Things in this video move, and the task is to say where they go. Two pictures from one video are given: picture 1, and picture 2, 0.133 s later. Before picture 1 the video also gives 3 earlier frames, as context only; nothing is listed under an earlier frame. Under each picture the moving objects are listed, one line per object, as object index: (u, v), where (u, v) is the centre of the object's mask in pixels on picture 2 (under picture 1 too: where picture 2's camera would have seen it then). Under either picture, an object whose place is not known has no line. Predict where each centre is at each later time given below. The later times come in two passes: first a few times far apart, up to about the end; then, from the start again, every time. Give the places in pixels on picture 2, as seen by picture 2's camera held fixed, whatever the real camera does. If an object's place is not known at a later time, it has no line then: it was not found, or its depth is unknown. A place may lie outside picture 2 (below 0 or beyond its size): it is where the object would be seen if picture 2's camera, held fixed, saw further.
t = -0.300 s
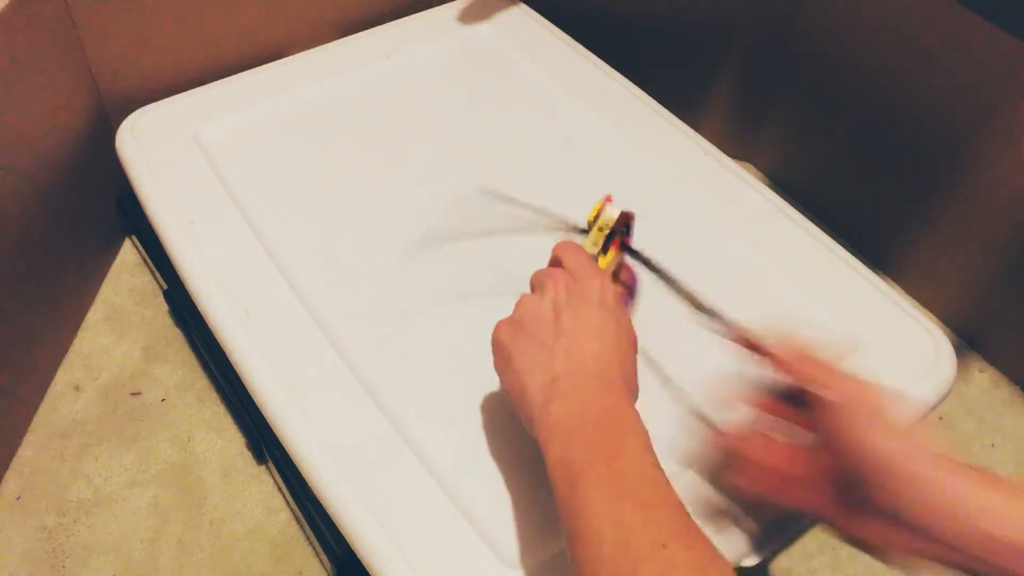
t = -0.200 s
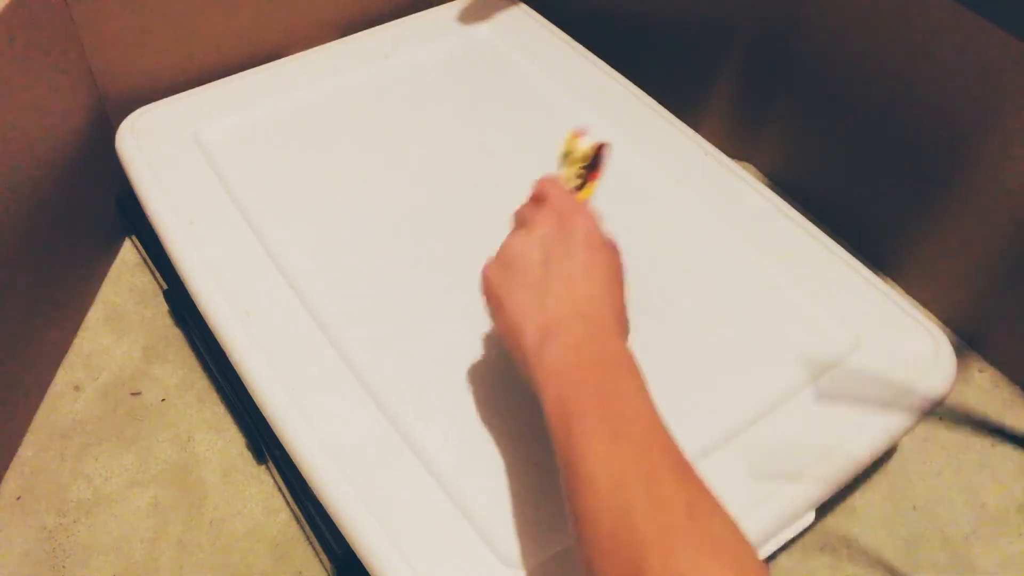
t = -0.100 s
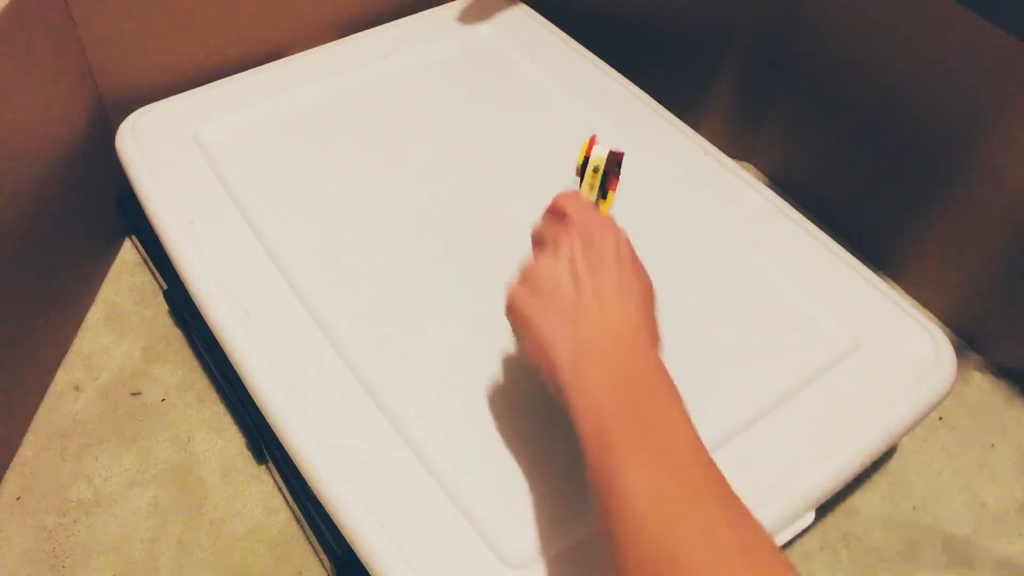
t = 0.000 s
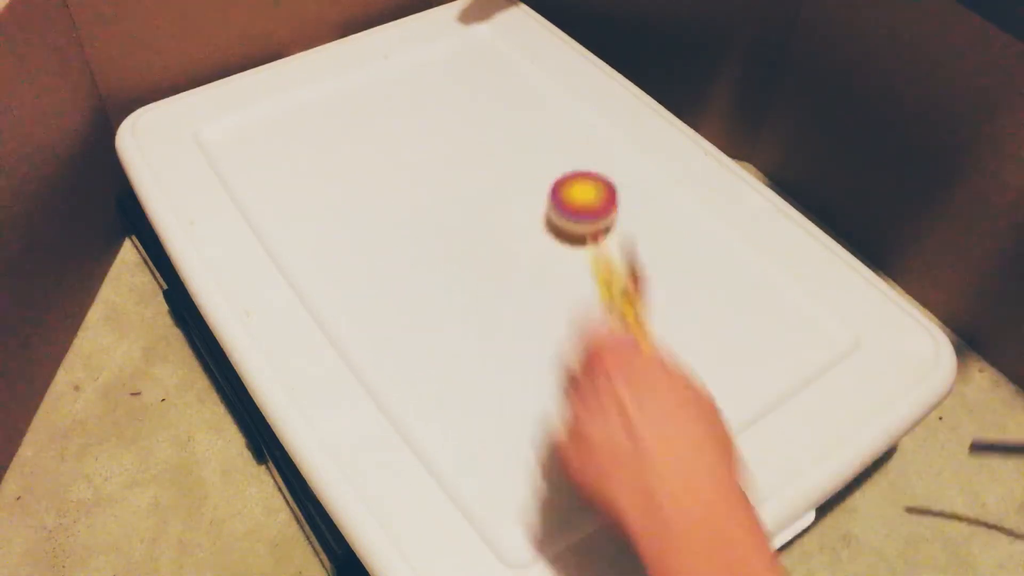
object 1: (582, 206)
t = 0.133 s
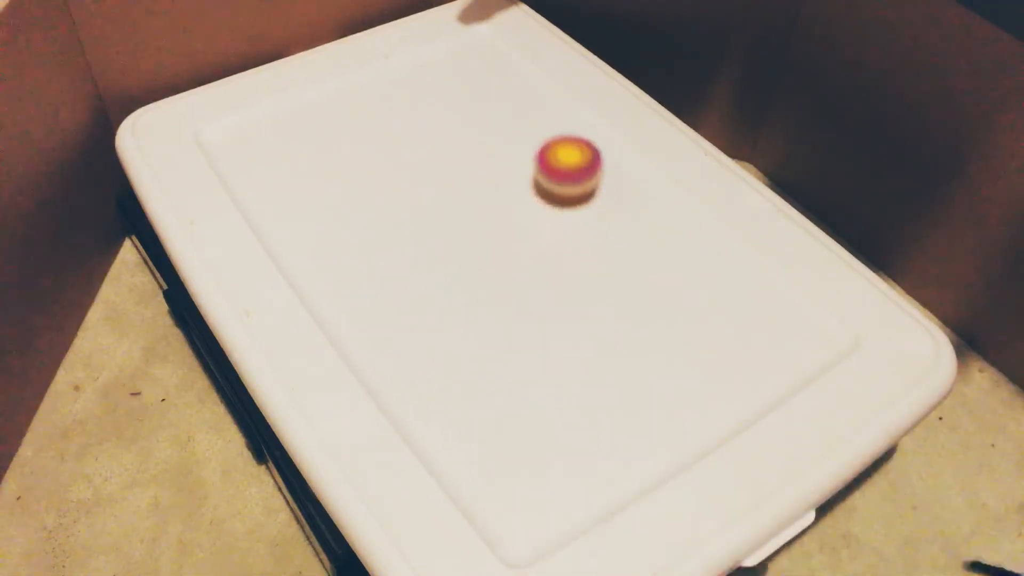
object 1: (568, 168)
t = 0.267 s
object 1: (528, 149)
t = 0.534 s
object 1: (435, 163)
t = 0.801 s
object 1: (396, 236)
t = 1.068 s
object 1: (455, 287)
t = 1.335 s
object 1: (528, 283)
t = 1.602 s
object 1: (563, 247)
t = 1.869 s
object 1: (535, 193)
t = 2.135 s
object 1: (440, 170)
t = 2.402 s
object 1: (369, 211)
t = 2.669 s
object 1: (373, 262)
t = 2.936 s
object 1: (428, 281)
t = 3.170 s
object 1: (488, 265)
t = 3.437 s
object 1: (523, 207)
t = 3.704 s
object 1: (470, 160)
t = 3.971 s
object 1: (400, 164)
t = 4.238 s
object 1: (377, 207)
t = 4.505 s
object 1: (429, 247)
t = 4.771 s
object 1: (511, 241)
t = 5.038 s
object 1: (544, 192)
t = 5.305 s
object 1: (500, 160)
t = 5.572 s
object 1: (438, 171)
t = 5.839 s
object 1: (413, 221)
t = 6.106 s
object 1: (450, 260)
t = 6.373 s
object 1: (507, 262)
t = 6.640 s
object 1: (532, 225)
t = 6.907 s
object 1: (490, 184)
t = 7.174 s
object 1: (428, 178)
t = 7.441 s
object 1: (391, 204)
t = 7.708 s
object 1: (403, 237)
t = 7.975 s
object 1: (455, 245)
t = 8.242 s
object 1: (507, 224)
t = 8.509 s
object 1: (517, 187)
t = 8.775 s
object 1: (492, 169)
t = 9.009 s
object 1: (459, 174)
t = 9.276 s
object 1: (436, 205)
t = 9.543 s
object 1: (444, 237)
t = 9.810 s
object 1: (474, 258)
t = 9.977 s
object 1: (494, 257)
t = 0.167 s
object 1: (560, 161)
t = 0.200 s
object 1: (550, 156)
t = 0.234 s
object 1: (539, 151)
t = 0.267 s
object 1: (528, 149)
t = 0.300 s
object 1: (517, 146)
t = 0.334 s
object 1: (506, 146)
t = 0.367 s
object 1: (495, 146)
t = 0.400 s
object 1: (483, 148)
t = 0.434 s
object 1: (471, 149)
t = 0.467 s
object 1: (458, 153)
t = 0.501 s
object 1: (446, 157)
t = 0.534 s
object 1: (435, 163)
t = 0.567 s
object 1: (425, 170)
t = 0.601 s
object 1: (416, 178)
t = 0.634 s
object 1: (408, 187)
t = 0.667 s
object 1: (401, 196)
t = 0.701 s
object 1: (397, 206)
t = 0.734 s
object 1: (395, 216)
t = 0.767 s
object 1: (394, 226)
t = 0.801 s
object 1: (396, 236)
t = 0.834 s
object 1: (400, 246)
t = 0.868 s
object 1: (405, 254)
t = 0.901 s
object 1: (411, 262)
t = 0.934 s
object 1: (419, 270)
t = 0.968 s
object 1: (428, 276)
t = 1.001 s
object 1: (437, 281)
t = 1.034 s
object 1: (446, 284)
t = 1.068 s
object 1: (455, 287)
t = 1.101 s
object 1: (465, 289)
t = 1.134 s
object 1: (476, 291)
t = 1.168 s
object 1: (486, 291)
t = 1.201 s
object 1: (496, 291)
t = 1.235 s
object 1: (504, 290)
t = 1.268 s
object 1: (513, 288)
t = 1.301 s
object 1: (521, 286)
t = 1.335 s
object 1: (528, 283)
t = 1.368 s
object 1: (535, 280)
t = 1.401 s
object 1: (541, 277)
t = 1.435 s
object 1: (546, 272)
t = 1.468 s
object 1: (551, 267)
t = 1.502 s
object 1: (554, 263)
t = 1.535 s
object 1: (559, 257)
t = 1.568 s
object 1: (561, 252)
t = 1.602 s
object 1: (563, 247)
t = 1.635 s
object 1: (564, 241)
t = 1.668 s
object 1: (563, 235)
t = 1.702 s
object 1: (561, 228)
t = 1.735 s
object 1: (558, 222)
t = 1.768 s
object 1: (554, 214)
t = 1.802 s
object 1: (549, 207)
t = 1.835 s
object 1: (543, 200)
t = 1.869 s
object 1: (535, 193)
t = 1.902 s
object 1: (526, 187)
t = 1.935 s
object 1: (516, 181)
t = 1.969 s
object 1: (504, 177)
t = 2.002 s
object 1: (492, 174)
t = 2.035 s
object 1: (480, 171)
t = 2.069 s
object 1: (466, 170)
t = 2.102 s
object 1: (454, 170)
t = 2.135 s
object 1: (440, 170)
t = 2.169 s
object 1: (428, 172)
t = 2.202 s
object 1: (416, 176)
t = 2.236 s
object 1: (406, 179)
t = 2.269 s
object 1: (396, 185)
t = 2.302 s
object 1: (387, 191)
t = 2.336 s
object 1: (380, 197)
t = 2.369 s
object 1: (374, 204)
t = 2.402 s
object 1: (369, 211)
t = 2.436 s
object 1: (365, 218)
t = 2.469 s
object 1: (363, 225)
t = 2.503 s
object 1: (362, 232)
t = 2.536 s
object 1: (362, 239)
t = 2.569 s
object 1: (363, 245)
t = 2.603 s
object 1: (366, 251)
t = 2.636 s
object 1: (369, 257)
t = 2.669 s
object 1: (373, 262)
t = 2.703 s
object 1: (378, 266)
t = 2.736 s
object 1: (384, 270)
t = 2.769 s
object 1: (389, 274)
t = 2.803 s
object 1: (396, 276)
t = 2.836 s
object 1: (403, 279)
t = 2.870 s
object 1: (411, 280)
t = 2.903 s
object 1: (419, 281)
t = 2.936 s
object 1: (428, 281)
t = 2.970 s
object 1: (435, 280)
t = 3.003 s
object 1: (444, 280)
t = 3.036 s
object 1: (453, 279)
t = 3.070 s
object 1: (462, 276)
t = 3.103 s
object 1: (471, 272)
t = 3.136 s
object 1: (480, 269)
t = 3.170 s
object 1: (488, 265)
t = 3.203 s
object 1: (496, 260)
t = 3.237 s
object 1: (503, 254)
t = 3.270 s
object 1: (509, 248)
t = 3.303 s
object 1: (514, 240)
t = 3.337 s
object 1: (519, 233)
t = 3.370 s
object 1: (522, 224)
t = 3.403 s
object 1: (524, 216)
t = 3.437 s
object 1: (523, 207)
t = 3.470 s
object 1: (520, 198)
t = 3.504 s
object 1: (516, 190)
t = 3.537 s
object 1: (510, 183)
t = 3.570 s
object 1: (503, 177)
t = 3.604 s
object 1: (496, 172)
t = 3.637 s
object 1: (487, 167)
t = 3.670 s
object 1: (479, 163)
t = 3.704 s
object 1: (470, 160)
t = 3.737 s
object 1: (461, 158)
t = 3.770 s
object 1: (451, 156)
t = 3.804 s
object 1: (442, 155)
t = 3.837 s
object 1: (433, 155)
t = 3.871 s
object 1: (424, 156)
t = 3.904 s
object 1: (415, 158)
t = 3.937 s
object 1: (407, 160)
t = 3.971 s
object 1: (400, 164)
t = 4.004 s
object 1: (394, 168)
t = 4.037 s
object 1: (388, 173)
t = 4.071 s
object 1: (383, 177)
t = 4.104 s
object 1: (380, 183)
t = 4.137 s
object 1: (377, 188)
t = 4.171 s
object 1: (376, 194)
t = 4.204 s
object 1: (376, 200)
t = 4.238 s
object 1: (377, 207)
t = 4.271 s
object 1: (379, 214)
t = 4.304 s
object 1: (383, 220)
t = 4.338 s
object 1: (387, 226)
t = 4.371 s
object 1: (394, 232)
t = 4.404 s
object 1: (401, 237)
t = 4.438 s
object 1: (409, 241)
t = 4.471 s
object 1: (419, 244)
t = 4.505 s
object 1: (429, 247)
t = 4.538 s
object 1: (439, 249)
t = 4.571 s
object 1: (449, 250)
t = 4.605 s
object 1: (460, 251)
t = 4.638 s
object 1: (471, 251)
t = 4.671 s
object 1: (482, 250)
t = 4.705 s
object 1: (492, 248)
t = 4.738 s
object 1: (502, 245)
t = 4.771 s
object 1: (511, 241)
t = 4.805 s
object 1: (521, 237)
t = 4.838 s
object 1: (529, 232)
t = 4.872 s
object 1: (535, 226)
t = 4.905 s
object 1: (540, 220)
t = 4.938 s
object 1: (543, 213)
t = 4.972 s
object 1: (545, 206)
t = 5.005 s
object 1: (545, 199)
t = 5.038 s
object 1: (544, 192)
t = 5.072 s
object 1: (542, 186)
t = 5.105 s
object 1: (539, 180)
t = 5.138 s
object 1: (534, 175)
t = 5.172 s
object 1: (529, 171)
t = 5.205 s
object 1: (522, 167)
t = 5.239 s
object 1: (515, 164)
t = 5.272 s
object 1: (508, 161)
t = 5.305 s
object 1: (500, 160)
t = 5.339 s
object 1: (492, 159)
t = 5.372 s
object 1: (484, 159)
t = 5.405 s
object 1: (476, 158)
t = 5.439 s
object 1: (469, 160)
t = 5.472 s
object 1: (461, 161)
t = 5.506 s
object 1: (453, 164)
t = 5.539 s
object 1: (445, 167)
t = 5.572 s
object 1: (438, 171)
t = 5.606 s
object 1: (432, 176)
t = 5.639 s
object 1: (426, 182)
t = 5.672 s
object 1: (421, 188)
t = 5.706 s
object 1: (417, 194)
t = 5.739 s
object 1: (414, 201)
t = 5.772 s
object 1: (413, 208)
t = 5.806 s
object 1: (412, 214)
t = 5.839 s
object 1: (413, 221)
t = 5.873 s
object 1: (415, 228)
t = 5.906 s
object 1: (418, 233)
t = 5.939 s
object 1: (421, 239)
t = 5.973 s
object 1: (426, 244)
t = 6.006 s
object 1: (431, 249)
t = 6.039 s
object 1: (436, 253)
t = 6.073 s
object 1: (443, 257)
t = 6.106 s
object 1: (450, 260)
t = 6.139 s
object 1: (456, 262)
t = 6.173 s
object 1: (464, 264)
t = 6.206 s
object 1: (471, 266)
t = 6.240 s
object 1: (479, 266)
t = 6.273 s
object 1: (486, 266)
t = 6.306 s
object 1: (494, 266)
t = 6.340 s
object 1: (500, 264)
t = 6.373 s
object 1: (507, 262)
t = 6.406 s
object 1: (513, 259)
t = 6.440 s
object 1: (518, 256)
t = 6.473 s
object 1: (522, 252)
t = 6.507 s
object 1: (526, 246)
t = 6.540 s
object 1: (529, 242)
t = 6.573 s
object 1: (531, 237)
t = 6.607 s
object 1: (533, 231)
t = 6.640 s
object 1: (532, 225)
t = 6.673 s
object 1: (531, 219)
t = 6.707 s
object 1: (527, 212)
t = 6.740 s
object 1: (523, 206)
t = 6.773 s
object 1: (519, 200)
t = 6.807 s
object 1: (513, 195)
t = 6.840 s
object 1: (506, 190)
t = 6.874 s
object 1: (498, 187)
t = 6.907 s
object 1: (490, 184)
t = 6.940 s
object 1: (483, 182)
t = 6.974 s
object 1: (475, 178)
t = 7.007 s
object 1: (467, 177)
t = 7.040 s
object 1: (459, 176)
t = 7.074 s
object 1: (450, 176)
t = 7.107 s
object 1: (443, 177)
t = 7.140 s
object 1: (436, 177)
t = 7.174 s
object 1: (428, 178)
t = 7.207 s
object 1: (421, 180)
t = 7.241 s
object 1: (415, 183)
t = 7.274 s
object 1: (409, 186)
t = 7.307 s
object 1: (404, 188)
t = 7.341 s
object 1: (399, 192)
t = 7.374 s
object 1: (396, 196)
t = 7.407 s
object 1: (393, 200)
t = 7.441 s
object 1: (391, 204)
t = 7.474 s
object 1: (389, 207)
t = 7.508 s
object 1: (389, 212)
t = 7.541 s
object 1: (389, 217)
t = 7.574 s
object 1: (390, 221)
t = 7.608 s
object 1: (392, 225)
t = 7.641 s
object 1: (394, 229)
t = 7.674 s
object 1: (398, 233)
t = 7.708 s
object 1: (403, 237)
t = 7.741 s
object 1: (408, 239)
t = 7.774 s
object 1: (413, 241)
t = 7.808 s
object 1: (420, 244)
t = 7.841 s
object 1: (427, 245)
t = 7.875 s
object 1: (434, 245)
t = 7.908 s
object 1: (441, 246)
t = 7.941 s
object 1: (447, 246)
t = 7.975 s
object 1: (455, 245)
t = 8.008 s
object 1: (462, 244)
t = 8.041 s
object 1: (470, 243)
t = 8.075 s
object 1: (477, 240)
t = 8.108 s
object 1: (484, 238)
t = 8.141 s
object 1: (490, 235)
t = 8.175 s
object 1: (496, 232)
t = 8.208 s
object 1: (502, 227)
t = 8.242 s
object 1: (507, 224)
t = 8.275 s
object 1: (511, 220)
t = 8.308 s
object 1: (514, 215)
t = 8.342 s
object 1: (517, 210)
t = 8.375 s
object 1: (518, 205)
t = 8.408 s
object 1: (520, 200)
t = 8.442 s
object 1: (519, 195)
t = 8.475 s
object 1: (518, 191)
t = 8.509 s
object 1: (517, 187)
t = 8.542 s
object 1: (515, 184)
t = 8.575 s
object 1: (513, 180)
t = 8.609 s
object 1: (510, 178)
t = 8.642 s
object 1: (507, 175)
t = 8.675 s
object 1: (504, 172)
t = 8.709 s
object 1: (500, 171)
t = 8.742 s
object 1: (496, 169)
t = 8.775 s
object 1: (492, 169)
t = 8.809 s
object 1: (487, 168)
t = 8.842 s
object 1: (482, 167)
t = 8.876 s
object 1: (476, 168)
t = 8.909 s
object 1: (472, 169)
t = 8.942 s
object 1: (469, 169)
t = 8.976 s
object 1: (464, 172)
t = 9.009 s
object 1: (459, 174)
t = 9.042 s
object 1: (455, 177)
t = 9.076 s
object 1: (451, 180)
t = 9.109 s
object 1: (448, 184)
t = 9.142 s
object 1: (444, 186)
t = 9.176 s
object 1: (441, 191)
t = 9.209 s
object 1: (439, 195)
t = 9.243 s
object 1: (437, 200)
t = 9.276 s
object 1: (436, 205)
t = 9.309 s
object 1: (435, 208)
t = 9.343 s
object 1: (435, 214)
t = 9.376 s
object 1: (436, 218)
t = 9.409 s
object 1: (436, 222)
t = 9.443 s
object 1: (437, 227)
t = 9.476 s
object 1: (440, 230)
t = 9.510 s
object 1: (441, 233)
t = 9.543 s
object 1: (444, 237)
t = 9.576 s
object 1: (447, 242)
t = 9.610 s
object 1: (450, 246)
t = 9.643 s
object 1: (454, 249)
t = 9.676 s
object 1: (457, 251)
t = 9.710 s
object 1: (461, 253)
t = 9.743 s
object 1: (466, 255)
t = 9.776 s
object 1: (469, 258)
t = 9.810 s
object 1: (474, 258)
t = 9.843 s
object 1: (477, 258)
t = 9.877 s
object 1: (481, 259)
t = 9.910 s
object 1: (486, 258)
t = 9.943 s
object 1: (490, 258)
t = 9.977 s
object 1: (494, 257)
